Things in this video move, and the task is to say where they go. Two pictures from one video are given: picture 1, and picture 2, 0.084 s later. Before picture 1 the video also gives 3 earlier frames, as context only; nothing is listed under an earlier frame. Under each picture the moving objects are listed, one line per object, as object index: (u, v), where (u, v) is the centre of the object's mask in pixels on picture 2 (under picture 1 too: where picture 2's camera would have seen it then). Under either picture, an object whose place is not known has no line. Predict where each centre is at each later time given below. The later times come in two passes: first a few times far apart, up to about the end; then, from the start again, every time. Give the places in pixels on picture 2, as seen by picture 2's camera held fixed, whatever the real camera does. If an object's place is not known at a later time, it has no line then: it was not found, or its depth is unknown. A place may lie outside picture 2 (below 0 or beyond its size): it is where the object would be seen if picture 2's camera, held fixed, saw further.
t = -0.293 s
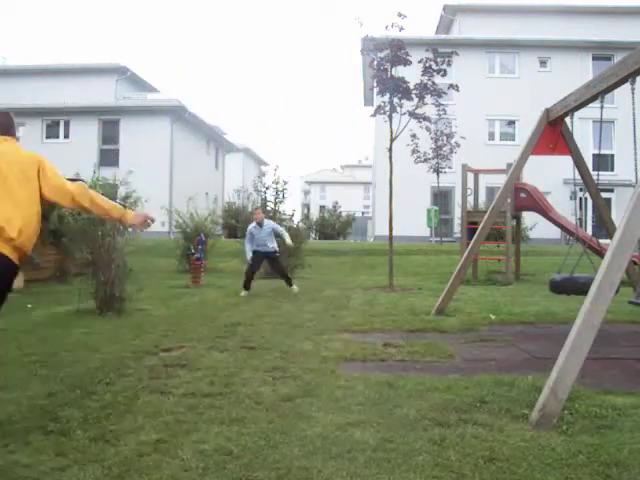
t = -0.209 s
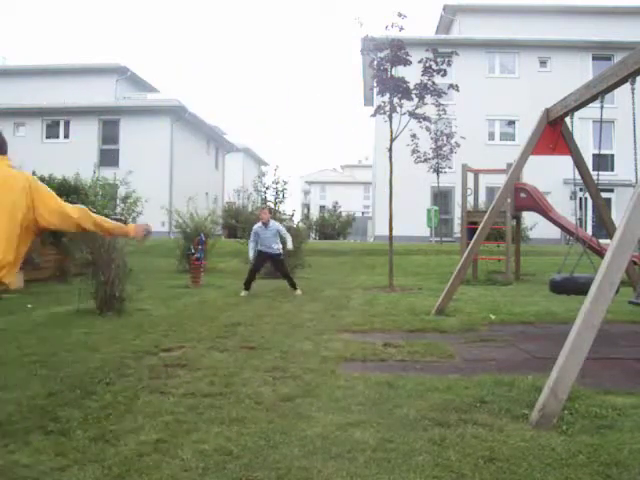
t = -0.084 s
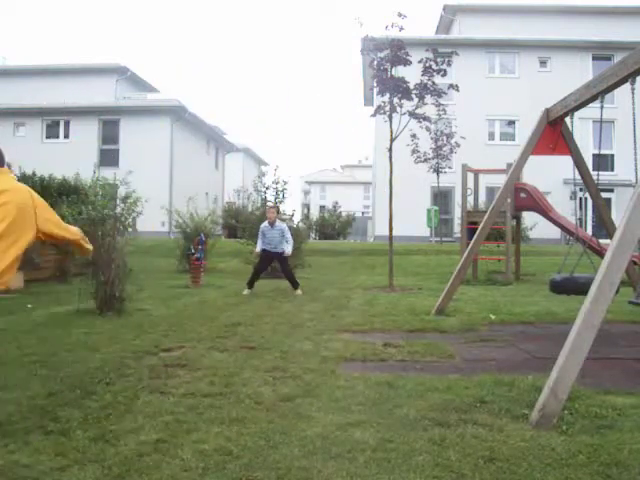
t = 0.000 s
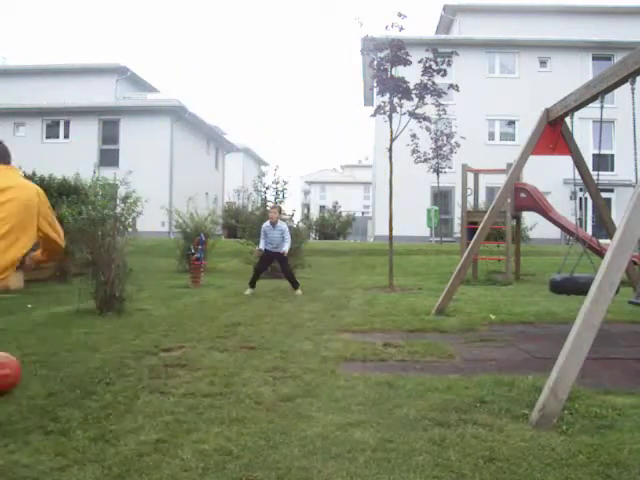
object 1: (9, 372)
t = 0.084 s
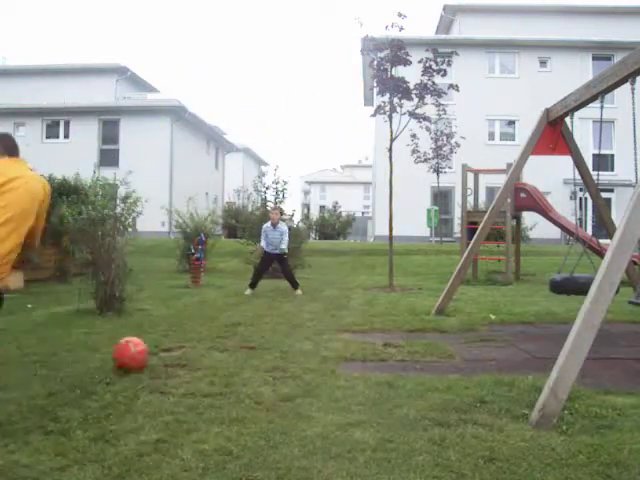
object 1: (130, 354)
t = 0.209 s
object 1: (247, 326)
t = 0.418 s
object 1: (370, 314)
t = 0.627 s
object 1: (426, 300)
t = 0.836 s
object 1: (432, 293)
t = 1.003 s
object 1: (438, 288)
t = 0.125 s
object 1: (175, 342)
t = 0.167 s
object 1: (213, 332)
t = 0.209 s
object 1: (247, 326)
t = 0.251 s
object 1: (279, 321)
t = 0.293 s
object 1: (306, 321)
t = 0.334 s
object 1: (332, 321)
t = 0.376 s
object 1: (352, 318)
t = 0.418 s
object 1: (370, 314)
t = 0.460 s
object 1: (386, 310)
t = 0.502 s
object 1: (400, 307)
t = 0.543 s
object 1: (413, 305)
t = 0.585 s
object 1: (424, 304)
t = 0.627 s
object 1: (426, 300)
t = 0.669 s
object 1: (428, 295)
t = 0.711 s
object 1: (429, 293)
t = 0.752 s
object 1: (430, 293)
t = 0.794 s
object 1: (430, 294)
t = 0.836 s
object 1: (432, 293)
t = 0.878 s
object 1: (434, 290)
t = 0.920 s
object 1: (436, 288)
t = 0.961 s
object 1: (437, 288)
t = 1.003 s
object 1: (438, 288)
